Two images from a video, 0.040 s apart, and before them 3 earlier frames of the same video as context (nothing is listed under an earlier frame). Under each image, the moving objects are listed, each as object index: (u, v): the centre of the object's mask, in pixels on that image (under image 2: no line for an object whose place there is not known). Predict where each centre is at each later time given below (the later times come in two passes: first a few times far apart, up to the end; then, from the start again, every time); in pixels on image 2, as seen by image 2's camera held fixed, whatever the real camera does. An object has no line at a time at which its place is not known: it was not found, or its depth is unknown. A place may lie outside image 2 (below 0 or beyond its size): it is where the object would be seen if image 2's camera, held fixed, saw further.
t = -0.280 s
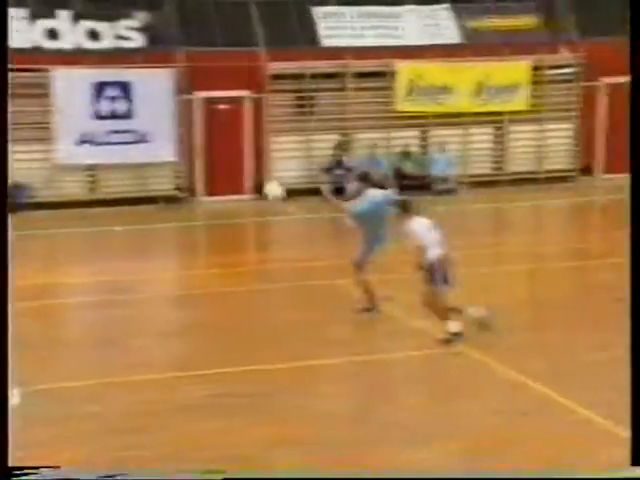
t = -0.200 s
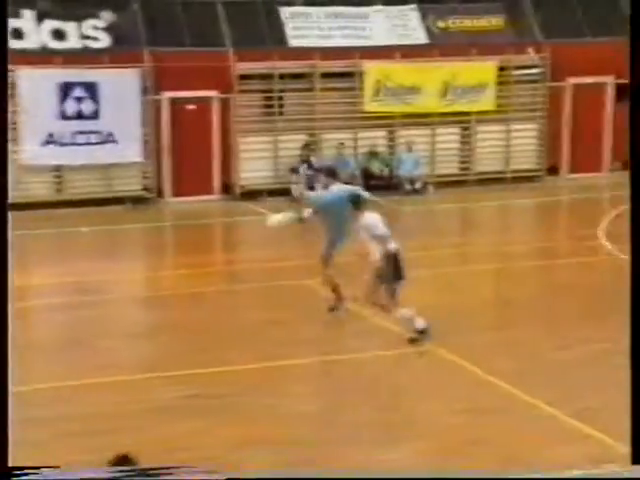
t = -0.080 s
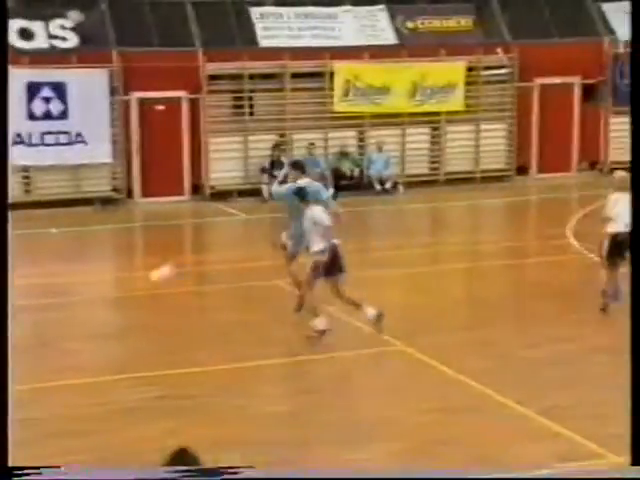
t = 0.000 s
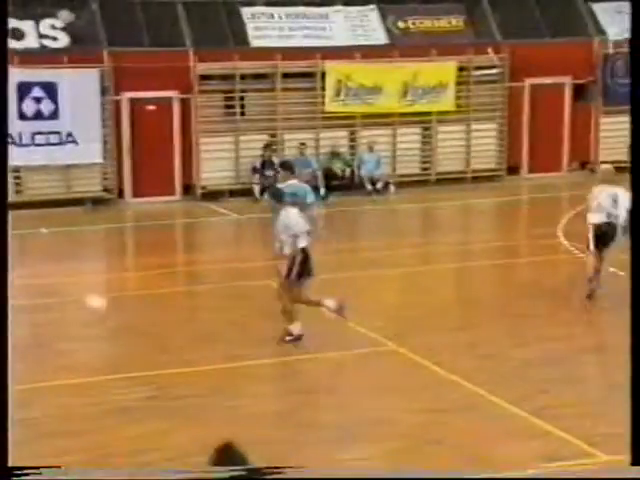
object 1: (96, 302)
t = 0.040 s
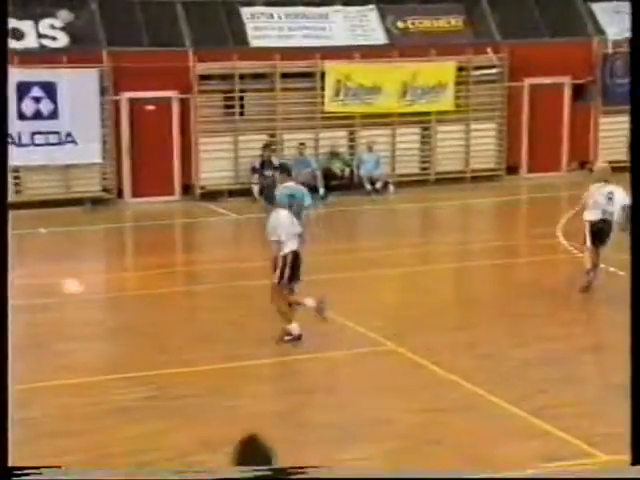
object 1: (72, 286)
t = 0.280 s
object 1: (-68, 227)
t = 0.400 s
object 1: (-147, 214)
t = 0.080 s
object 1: (50, 273)
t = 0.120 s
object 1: (29, 262)
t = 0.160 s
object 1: (5, 251)
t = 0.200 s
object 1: (-19, 241)
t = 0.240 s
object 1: (-42, 232)
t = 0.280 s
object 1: (-68, 227)
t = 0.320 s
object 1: (-93, 220)
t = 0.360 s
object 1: (-120, 216)
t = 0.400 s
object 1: (-147, 214)
